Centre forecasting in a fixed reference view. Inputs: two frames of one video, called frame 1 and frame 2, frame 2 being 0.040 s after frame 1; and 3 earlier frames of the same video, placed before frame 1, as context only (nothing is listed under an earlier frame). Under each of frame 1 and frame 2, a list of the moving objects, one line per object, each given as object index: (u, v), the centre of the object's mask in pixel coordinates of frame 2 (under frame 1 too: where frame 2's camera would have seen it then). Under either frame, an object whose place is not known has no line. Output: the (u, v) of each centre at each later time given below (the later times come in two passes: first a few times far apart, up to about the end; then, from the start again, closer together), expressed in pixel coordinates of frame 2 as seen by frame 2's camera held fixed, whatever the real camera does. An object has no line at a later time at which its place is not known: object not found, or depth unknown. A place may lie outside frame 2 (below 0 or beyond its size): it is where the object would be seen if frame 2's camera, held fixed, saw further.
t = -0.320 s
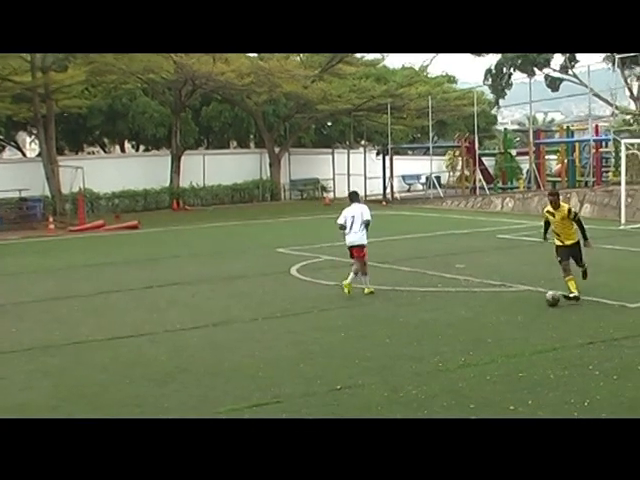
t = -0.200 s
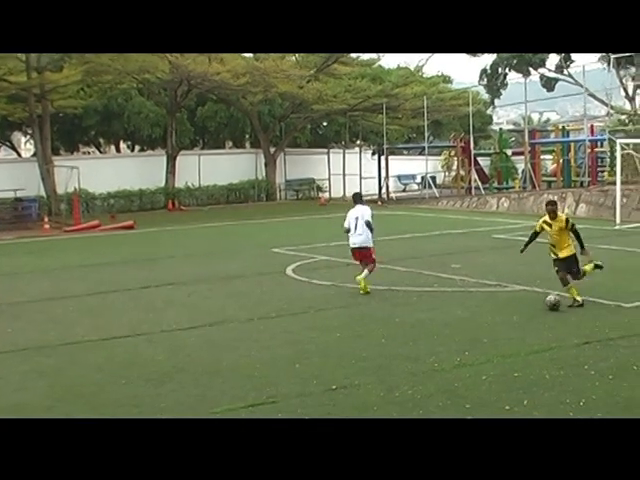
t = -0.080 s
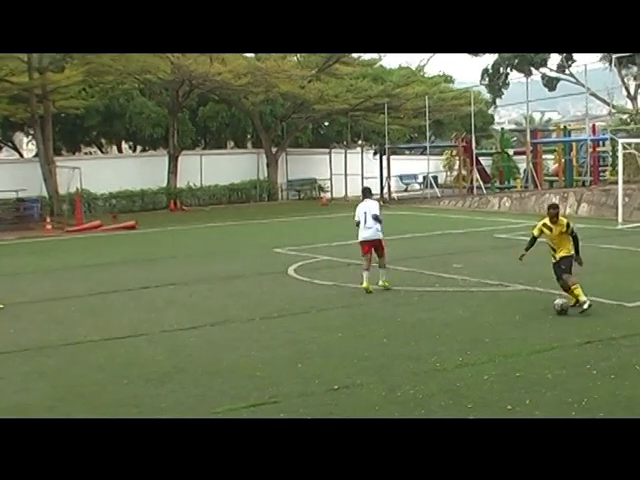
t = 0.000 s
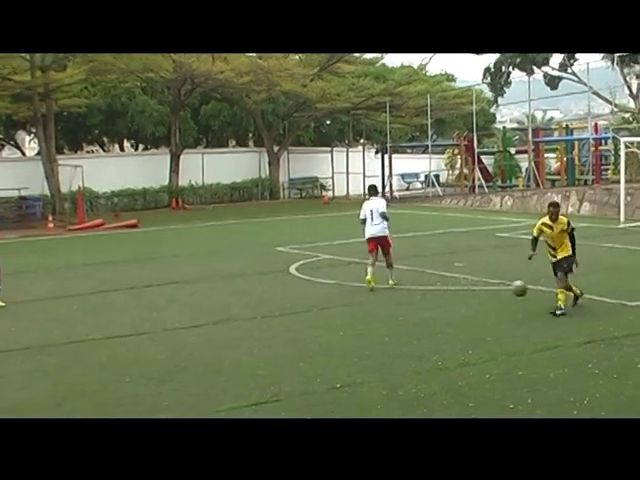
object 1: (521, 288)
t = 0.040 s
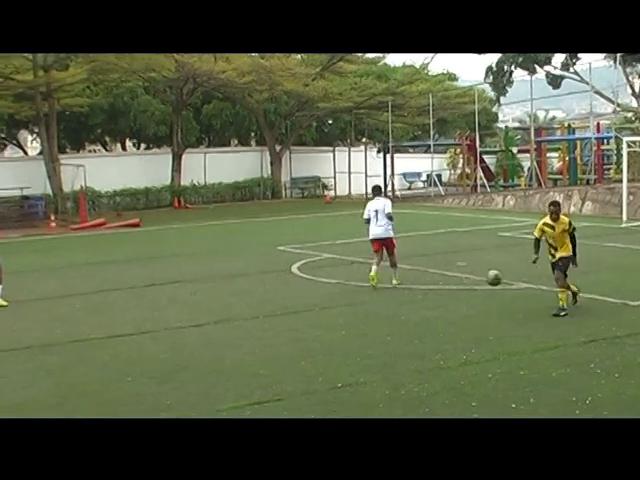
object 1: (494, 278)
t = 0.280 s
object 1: (338, 244)
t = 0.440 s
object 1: (246, 243)
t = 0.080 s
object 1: (466, 269)
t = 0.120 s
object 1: (439, 262)
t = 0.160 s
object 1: (413, 256)
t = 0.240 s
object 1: (363, 246)
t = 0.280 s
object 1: (338, 244)
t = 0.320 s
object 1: (314, 242)
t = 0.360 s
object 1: (291, 241)
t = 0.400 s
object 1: (269, 242)
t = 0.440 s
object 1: (246, 243)
